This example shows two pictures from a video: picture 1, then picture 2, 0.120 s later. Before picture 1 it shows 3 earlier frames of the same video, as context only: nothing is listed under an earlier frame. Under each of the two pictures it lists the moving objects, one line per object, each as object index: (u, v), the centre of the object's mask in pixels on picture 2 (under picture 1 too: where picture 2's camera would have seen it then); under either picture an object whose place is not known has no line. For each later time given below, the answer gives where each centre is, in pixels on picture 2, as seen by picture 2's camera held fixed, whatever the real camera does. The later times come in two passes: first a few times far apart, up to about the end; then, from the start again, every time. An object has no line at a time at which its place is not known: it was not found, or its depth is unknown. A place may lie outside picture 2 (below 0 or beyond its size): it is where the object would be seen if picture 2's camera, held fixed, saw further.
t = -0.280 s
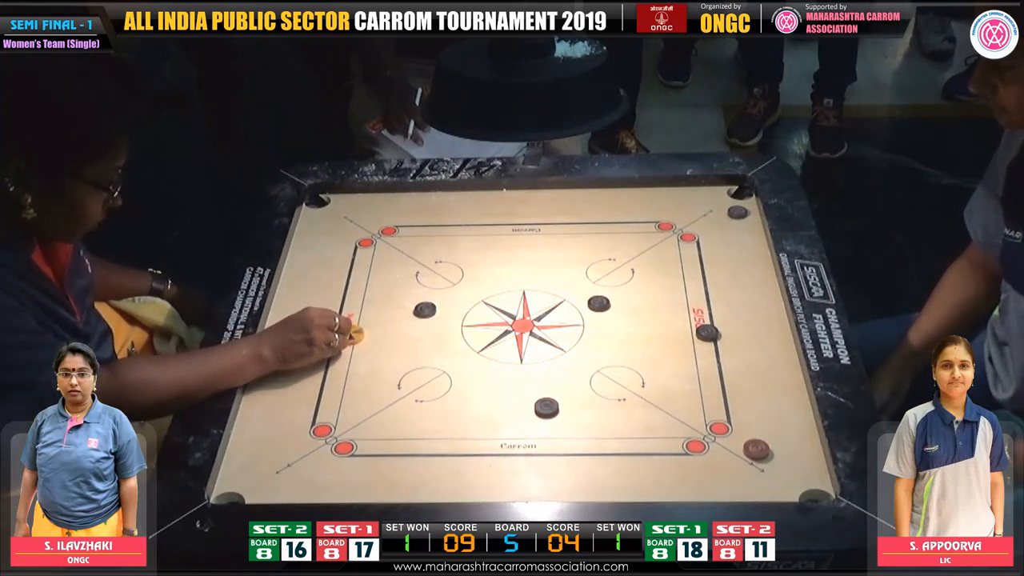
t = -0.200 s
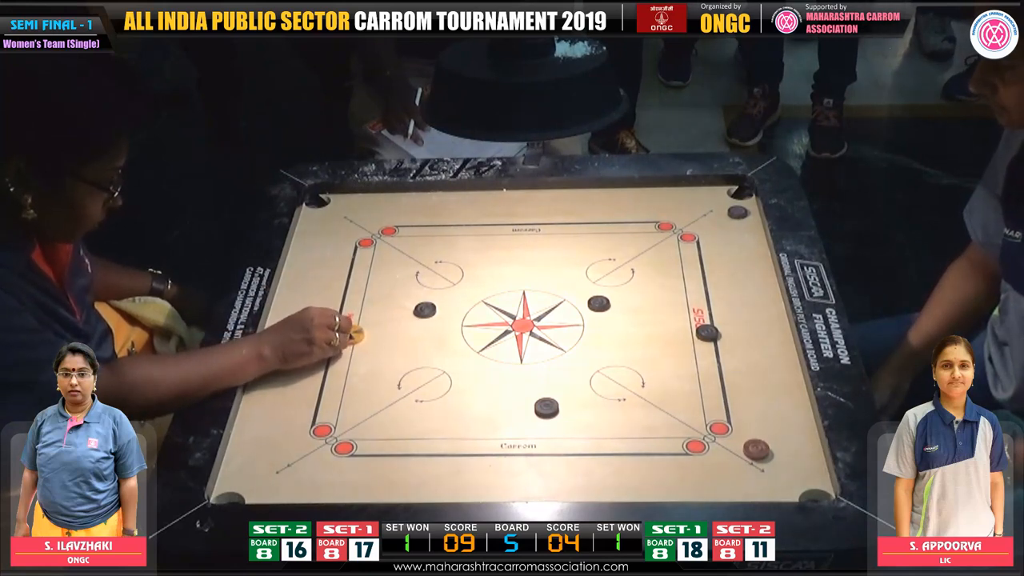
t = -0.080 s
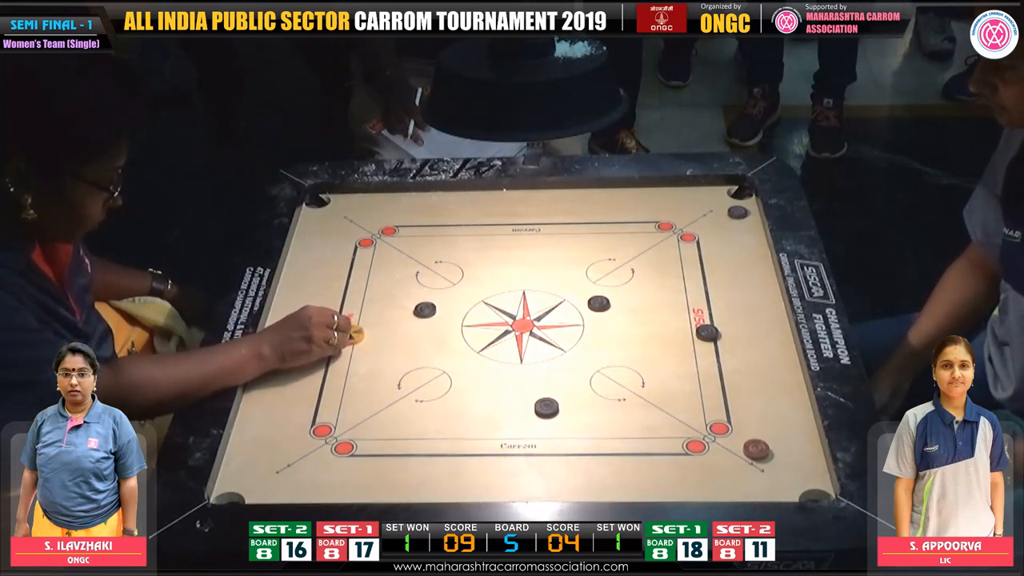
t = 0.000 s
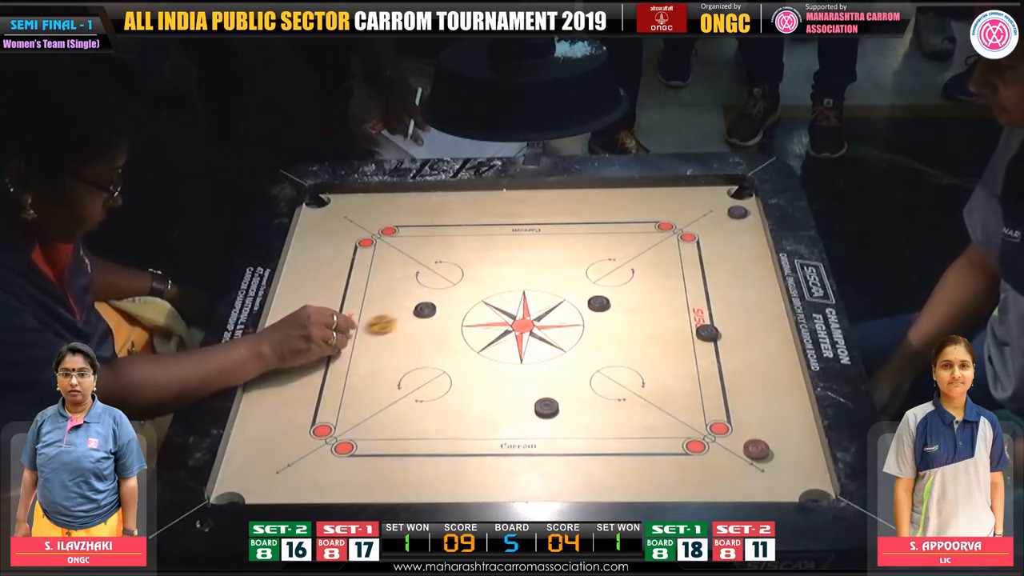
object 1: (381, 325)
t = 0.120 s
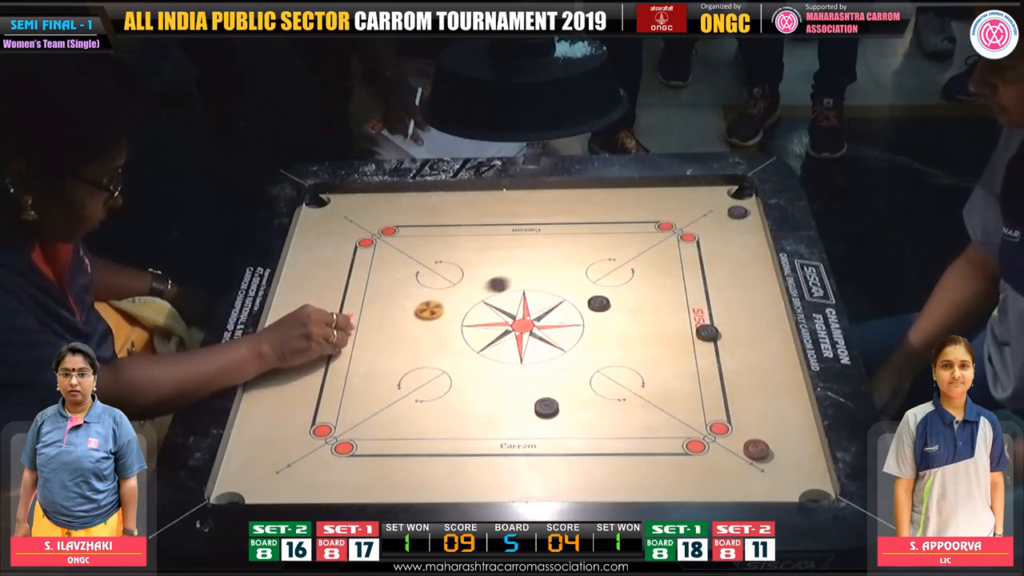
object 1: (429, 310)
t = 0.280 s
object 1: (463, 300)
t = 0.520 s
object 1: (486, 292)
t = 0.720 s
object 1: (486, 292)
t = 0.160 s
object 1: (439, 307)
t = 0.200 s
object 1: (448, 305)
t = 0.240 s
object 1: (456, 302)
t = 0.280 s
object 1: (463, 300)
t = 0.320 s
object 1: (470, 298)
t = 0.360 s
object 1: (475, 296)
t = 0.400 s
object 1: (480, 295)
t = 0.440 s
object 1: (483, 294)
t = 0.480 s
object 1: (485, 293)
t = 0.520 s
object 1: (486, 292)
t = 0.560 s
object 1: (486, 292)
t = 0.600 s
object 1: (487, 292)
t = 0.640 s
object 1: (486, 292)
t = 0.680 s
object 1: (486, 292)
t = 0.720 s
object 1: (486, 292)
